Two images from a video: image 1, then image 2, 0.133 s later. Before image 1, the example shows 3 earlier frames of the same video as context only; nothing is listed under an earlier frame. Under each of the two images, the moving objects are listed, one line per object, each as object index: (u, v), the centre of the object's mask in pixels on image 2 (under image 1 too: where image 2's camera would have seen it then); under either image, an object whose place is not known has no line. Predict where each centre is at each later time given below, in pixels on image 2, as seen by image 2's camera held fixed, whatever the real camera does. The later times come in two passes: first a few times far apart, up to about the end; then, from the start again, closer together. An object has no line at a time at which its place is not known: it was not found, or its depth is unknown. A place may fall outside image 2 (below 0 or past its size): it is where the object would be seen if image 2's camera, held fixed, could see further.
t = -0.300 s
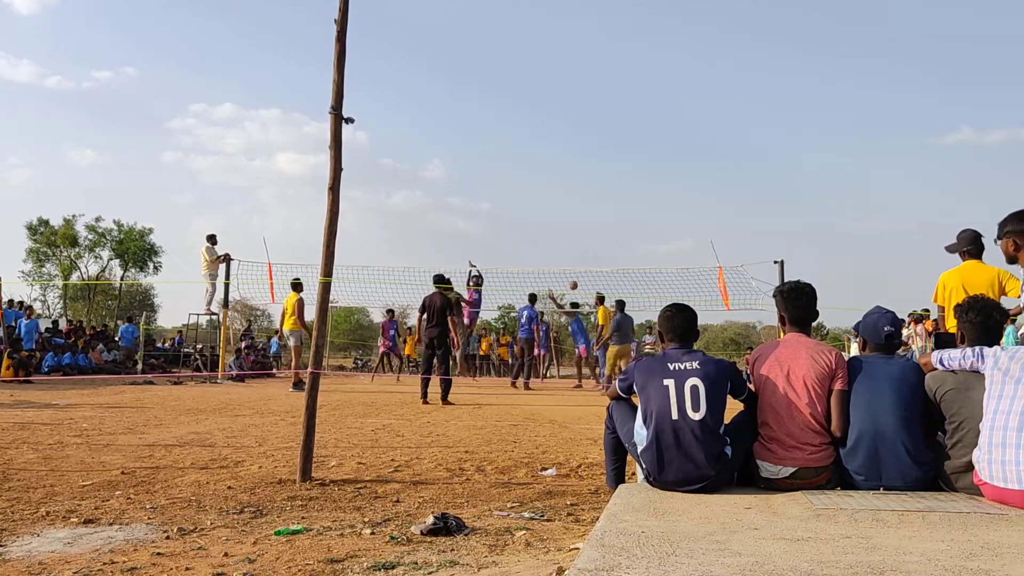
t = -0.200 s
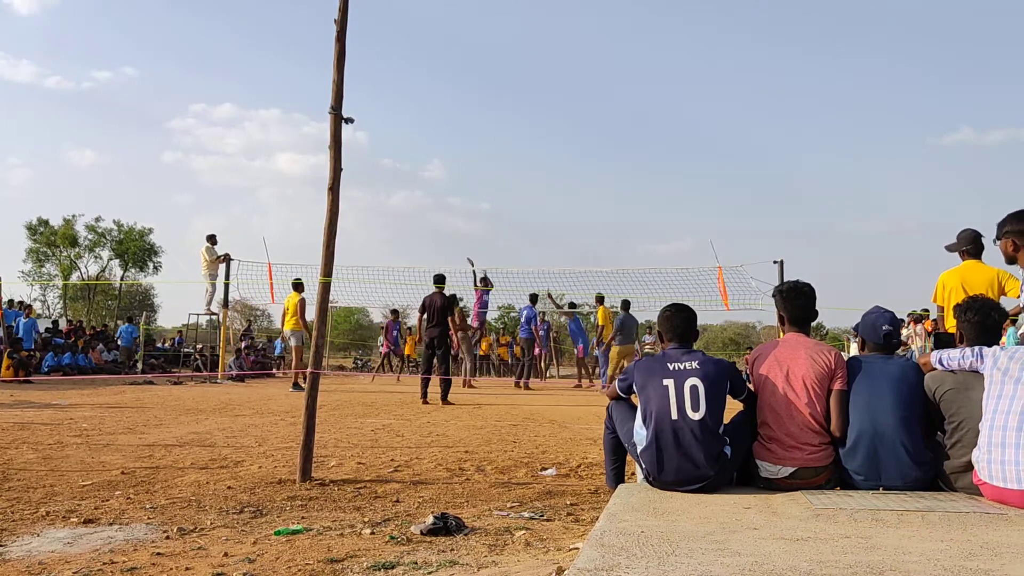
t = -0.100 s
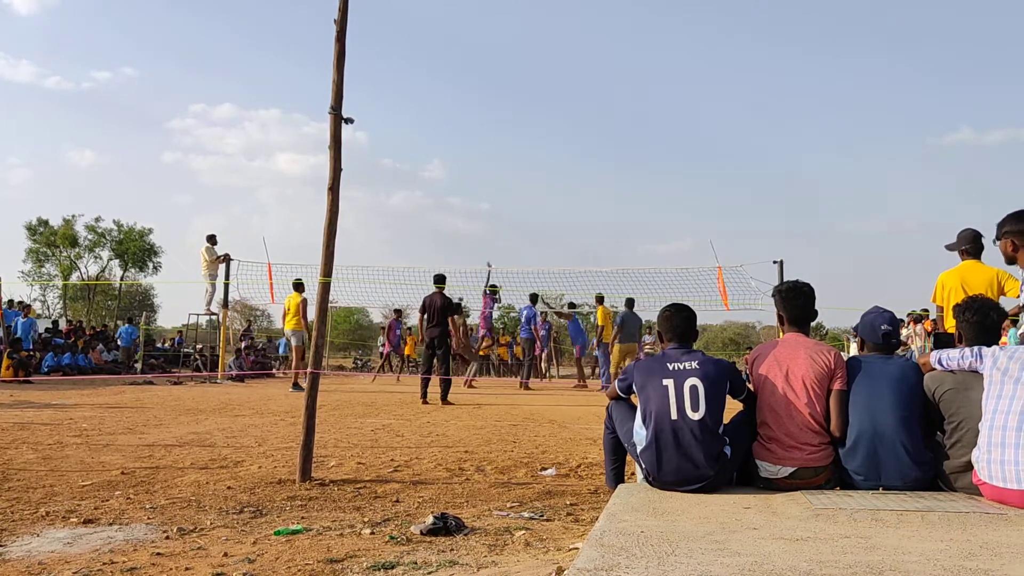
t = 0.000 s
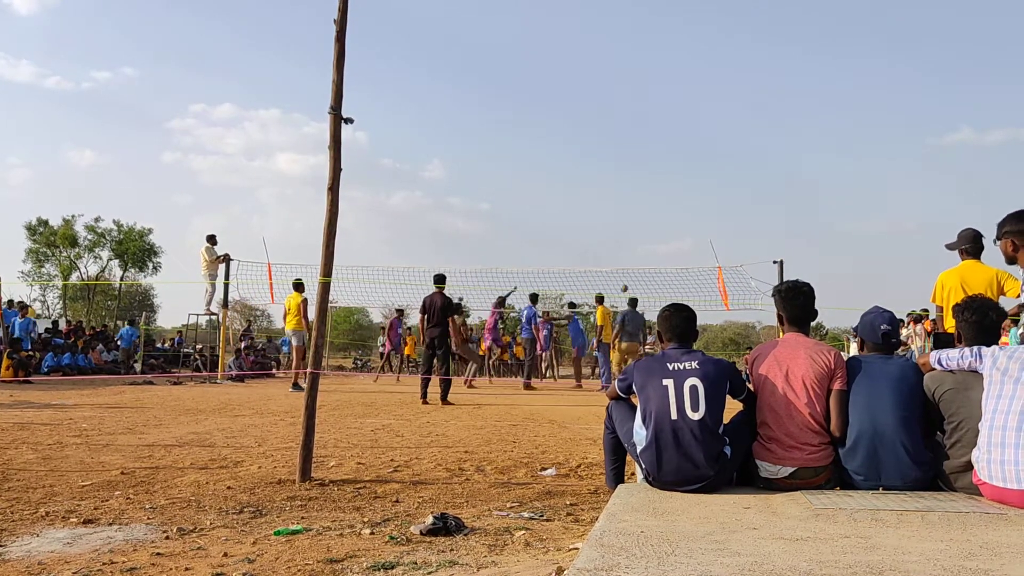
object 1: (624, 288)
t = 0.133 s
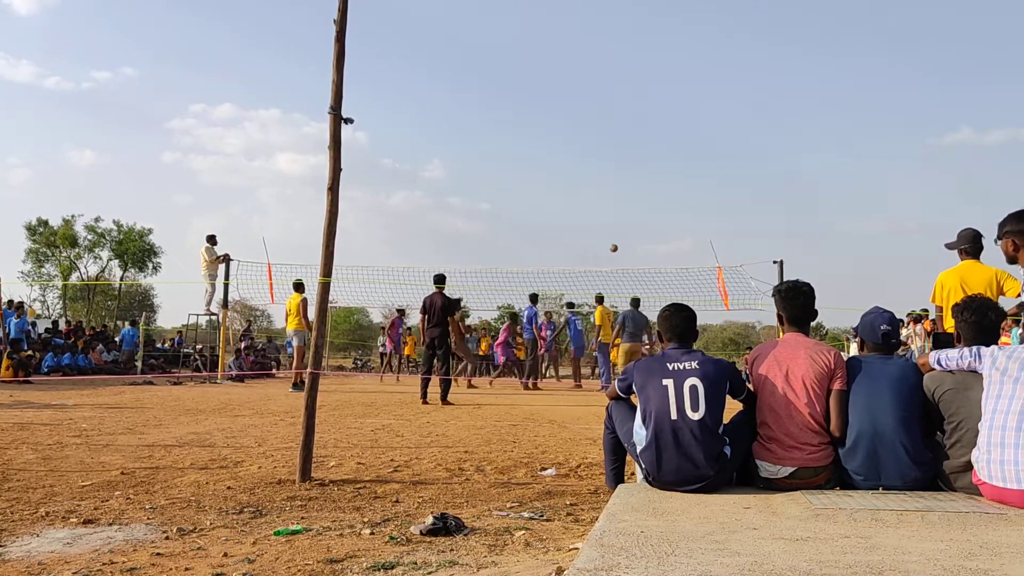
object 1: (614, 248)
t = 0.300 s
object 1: (602, 210)
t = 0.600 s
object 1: (584, 176)
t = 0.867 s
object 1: (569, 176)
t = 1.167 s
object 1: (553, 209)
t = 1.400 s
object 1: (541, 256)
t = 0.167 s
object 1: (611, 239)
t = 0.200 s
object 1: (609, 231)
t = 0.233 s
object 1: (607, 224)
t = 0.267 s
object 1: (605, 217)
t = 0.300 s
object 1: (602, 210)
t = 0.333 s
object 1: (600, 205)
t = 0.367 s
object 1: (598, 199)
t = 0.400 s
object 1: (596, 194)
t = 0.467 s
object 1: (592, 186)
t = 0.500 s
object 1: (589, 183)
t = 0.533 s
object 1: (588, 180)
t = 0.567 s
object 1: (586, 178)
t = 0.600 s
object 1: (584, 176)
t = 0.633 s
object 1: (582, 175)
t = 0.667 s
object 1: (580, 174)
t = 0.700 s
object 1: (578, 173)
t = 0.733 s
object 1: (576, 172)
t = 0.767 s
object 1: (575, 173)
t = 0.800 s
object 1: (573, 174)
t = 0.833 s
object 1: (571, 175)
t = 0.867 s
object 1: (569, 176)
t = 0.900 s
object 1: (568, 179)
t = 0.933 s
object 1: (566, 181)
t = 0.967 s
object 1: (564, 183)
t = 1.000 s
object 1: (562, 187)
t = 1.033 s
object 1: (560, 191)
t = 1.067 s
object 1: (559, 195)
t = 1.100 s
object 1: (557, 199)
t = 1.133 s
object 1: (555, 204)
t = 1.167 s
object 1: (553, 209)
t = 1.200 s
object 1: (552, 215)
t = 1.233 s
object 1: (550, 221)
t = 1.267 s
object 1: (548, 227)
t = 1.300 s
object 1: (546, 234)
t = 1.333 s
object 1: (544, 241)
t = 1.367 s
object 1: (542, 248)
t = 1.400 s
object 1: (541, 256)
